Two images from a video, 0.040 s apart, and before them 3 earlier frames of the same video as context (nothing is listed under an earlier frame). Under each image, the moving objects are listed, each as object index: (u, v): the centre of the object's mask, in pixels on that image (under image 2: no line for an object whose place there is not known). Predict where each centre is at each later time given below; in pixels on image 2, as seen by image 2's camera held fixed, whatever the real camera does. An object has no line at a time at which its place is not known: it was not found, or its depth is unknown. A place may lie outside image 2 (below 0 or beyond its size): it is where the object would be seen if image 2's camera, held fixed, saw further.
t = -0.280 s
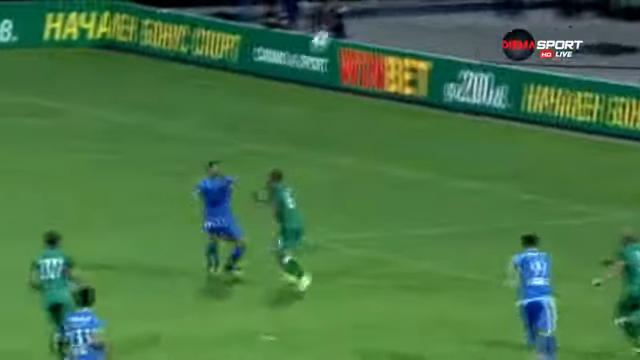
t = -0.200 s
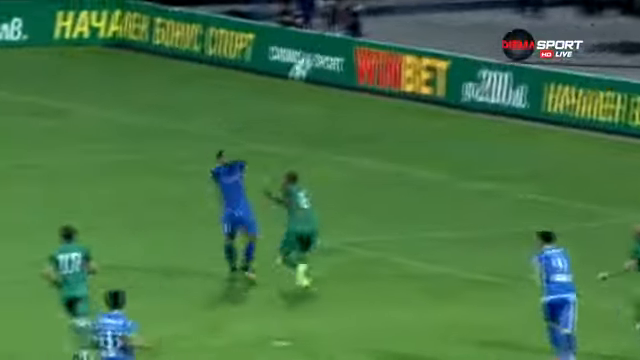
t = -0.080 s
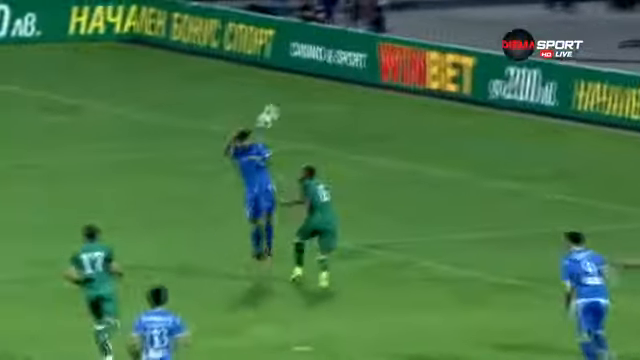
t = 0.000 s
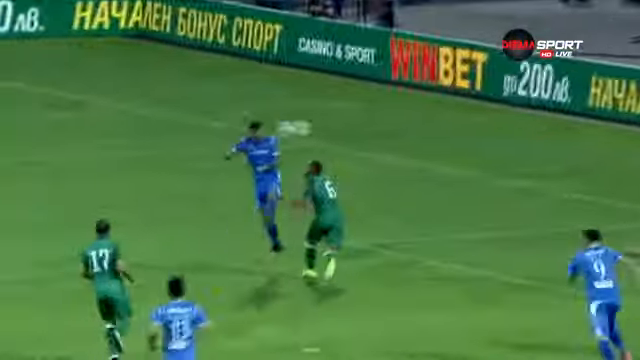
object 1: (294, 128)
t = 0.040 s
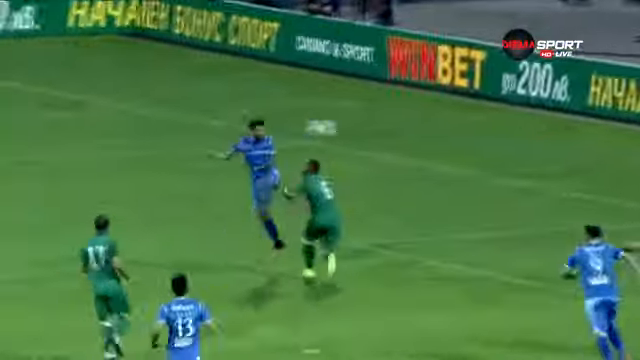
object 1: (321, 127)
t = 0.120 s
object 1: (383, 132)
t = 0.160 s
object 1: (415, 136)
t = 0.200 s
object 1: (447, 142)
